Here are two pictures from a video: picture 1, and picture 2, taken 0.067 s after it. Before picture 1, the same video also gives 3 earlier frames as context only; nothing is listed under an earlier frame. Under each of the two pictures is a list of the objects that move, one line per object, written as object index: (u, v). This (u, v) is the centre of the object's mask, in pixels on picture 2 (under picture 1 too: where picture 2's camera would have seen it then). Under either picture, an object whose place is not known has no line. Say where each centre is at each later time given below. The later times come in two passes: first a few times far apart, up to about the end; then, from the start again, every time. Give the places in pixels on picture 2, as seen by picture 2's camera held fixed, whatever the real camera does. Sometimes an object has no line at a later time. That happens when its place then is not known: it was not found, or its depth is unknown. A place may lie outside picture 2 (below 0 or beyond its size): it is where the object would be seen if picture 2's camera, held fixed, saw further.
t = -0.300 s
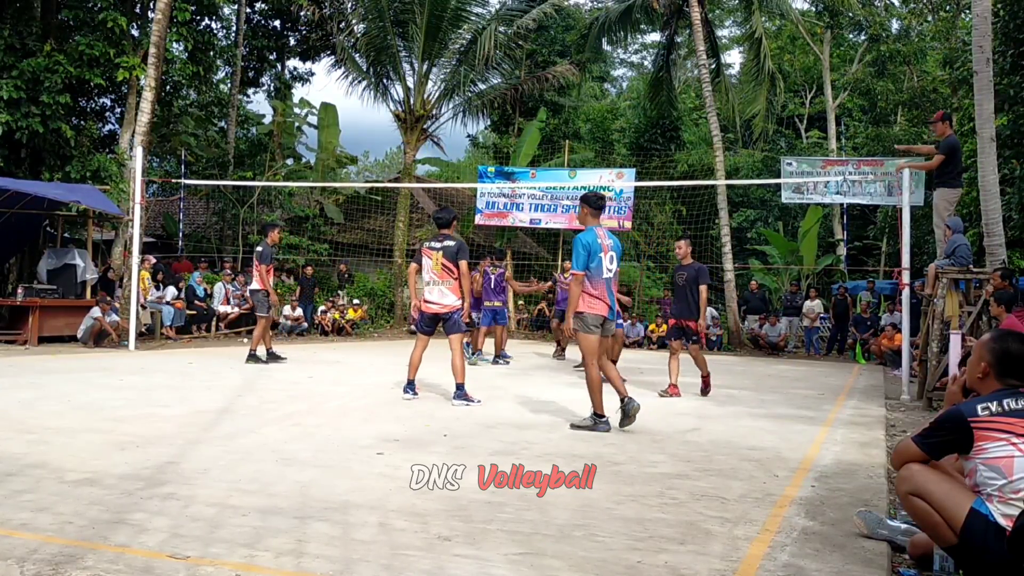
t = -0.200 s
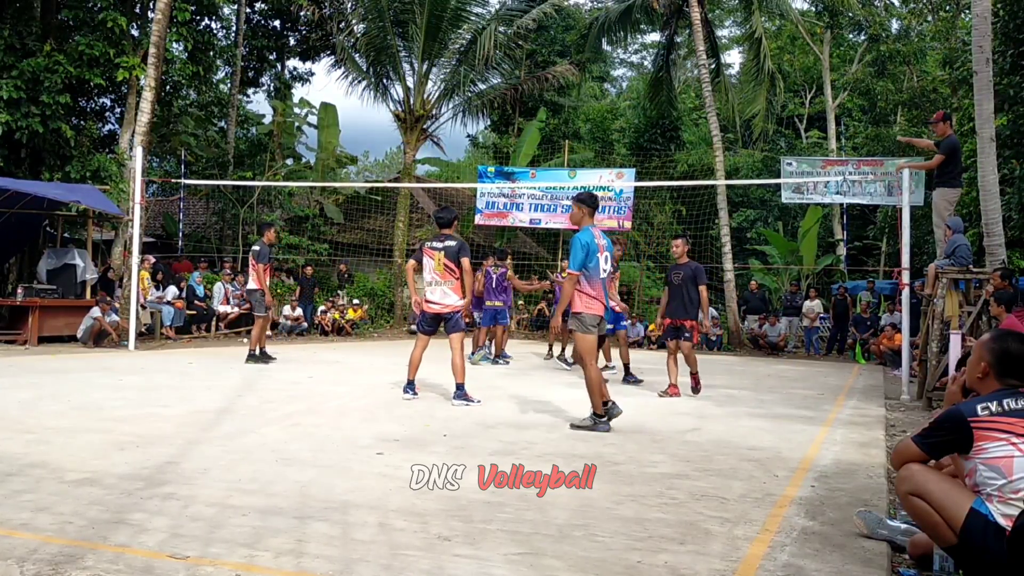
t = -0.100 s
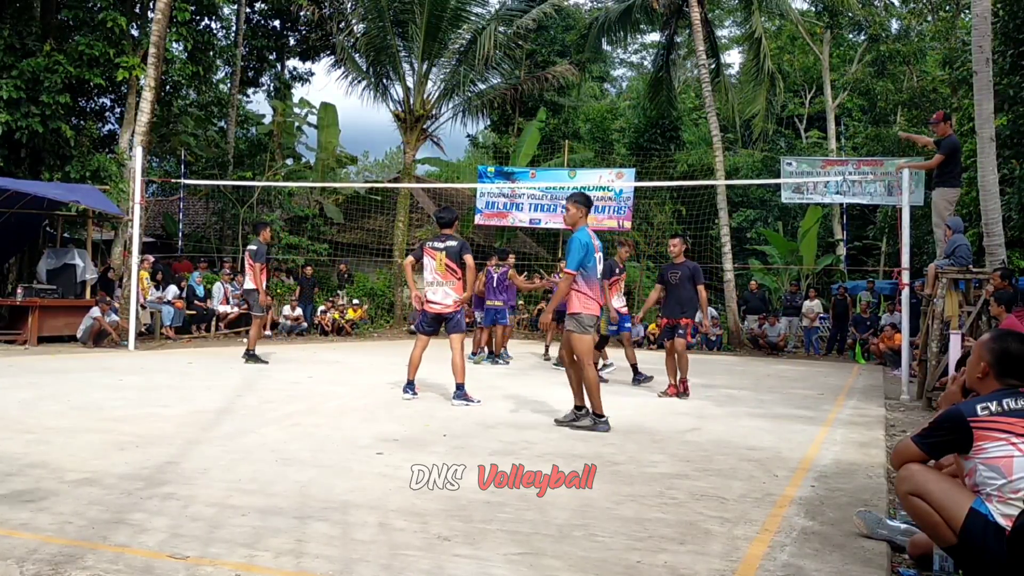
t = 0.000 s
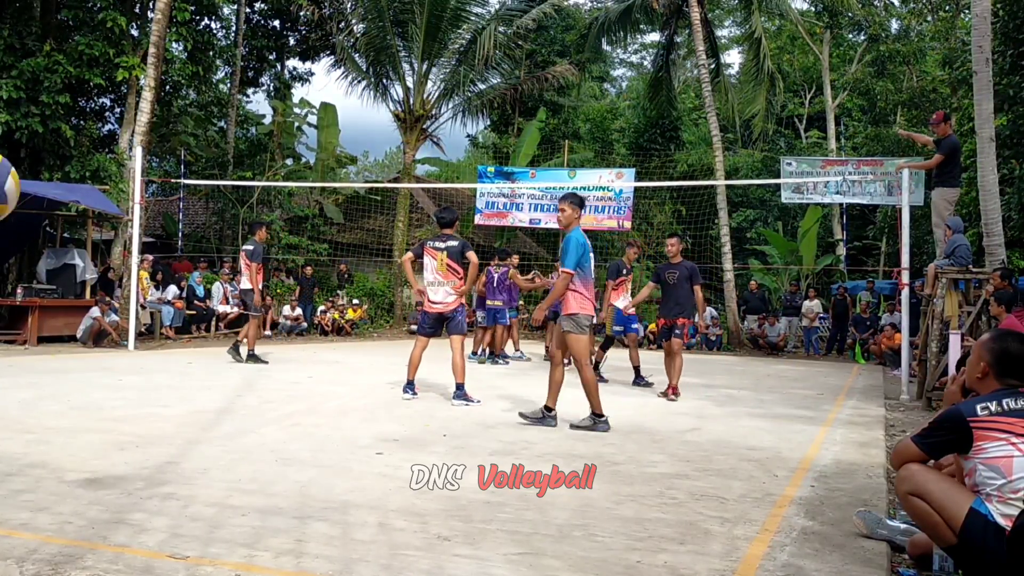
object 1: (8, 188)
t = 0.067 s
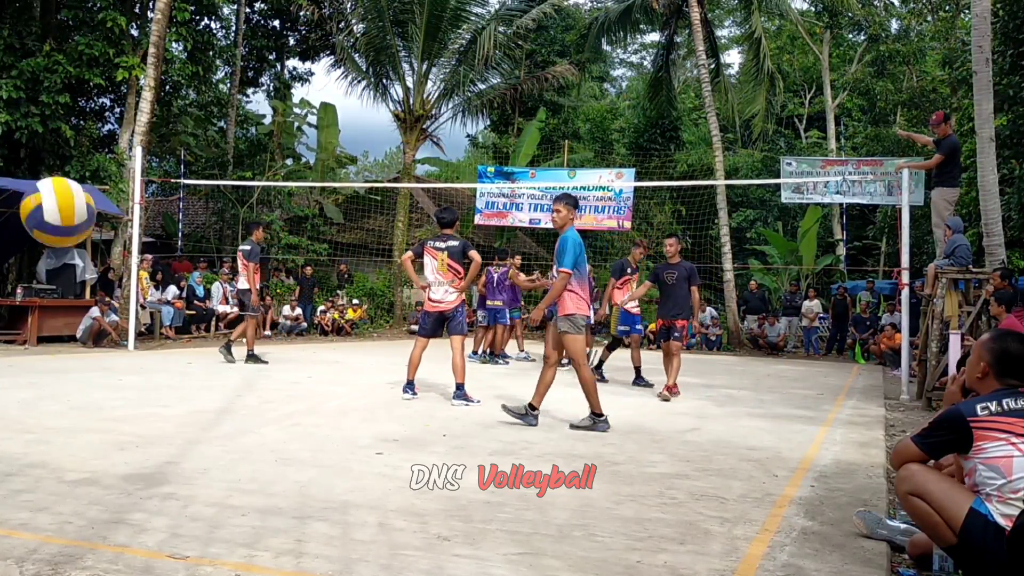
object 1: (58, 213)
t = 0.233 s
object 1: (212, 311)
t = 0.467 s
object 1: (346, 457)
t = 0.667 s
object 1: (383, 351)
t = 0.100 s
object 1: (94, 228)
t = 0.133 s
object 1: (127, 246)
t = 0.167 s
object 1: (158, 266)
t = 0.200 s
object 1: (186, 288)
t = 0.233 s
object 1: (212, 311)
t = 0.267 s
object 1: (237, 336)
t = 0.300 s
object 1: (260, 361)
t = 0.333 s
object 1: (281, 387)
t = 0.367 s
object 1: (301, 415)
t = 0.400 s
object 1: (320, 444)
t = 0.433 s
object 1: (338, 474)
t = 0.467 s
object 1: (346, 457)
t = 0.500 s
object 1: (352, 433)
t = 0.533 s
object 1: (359, 411)
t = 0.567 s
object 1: (365, 392)
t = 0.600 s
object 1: (371, 376)
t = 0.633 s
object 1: (377, 362)
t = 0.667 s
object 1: (383, 351)
